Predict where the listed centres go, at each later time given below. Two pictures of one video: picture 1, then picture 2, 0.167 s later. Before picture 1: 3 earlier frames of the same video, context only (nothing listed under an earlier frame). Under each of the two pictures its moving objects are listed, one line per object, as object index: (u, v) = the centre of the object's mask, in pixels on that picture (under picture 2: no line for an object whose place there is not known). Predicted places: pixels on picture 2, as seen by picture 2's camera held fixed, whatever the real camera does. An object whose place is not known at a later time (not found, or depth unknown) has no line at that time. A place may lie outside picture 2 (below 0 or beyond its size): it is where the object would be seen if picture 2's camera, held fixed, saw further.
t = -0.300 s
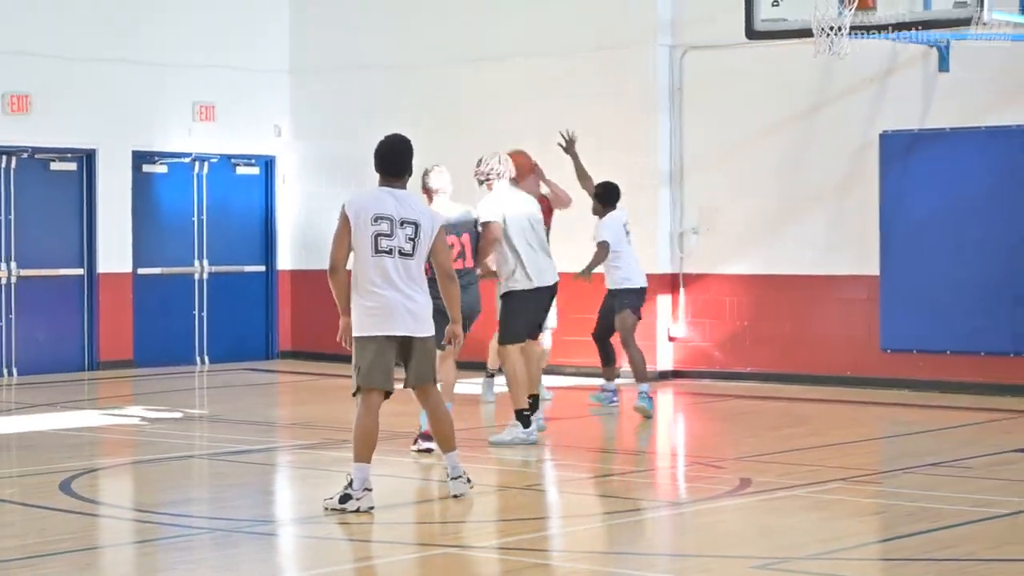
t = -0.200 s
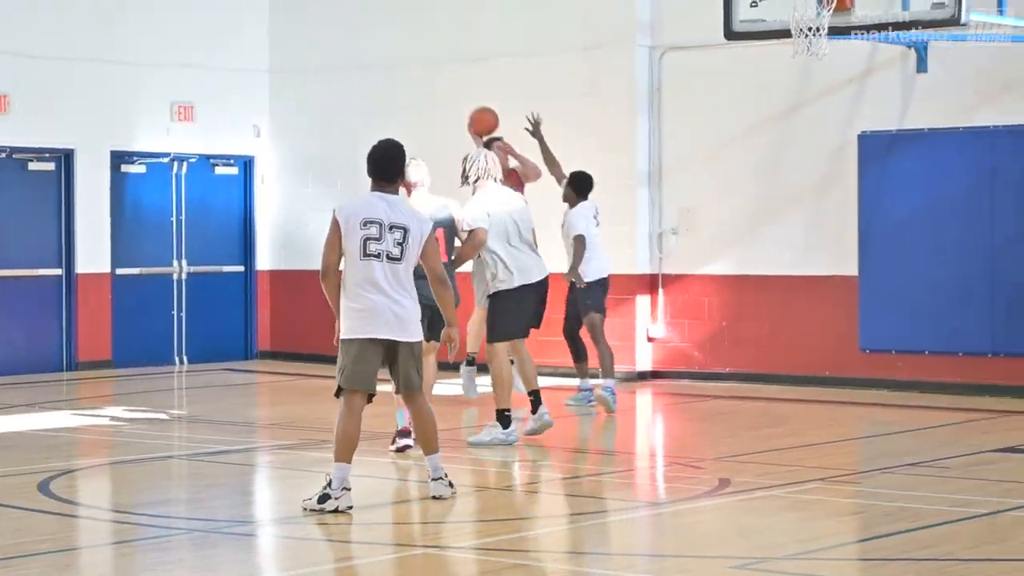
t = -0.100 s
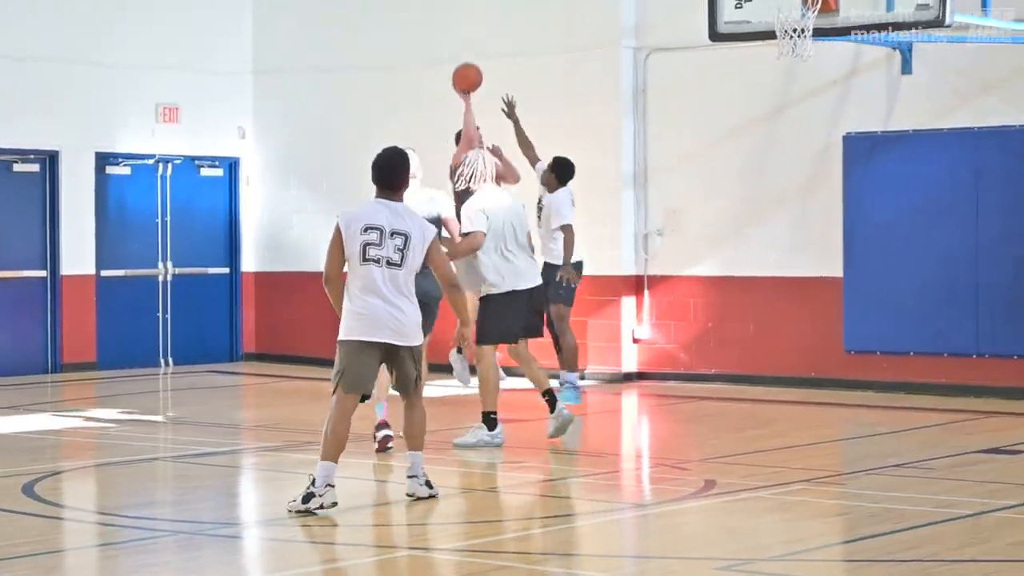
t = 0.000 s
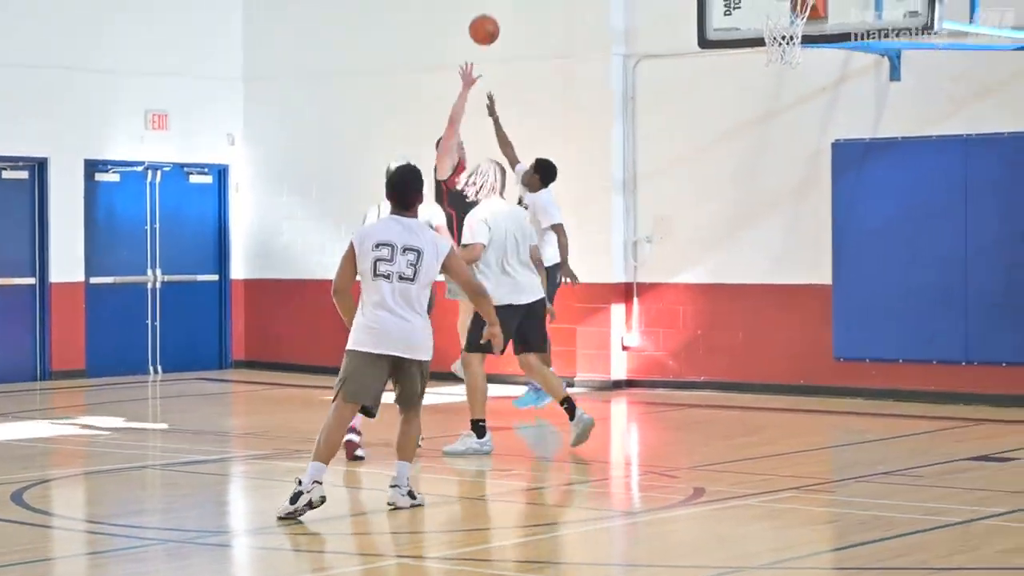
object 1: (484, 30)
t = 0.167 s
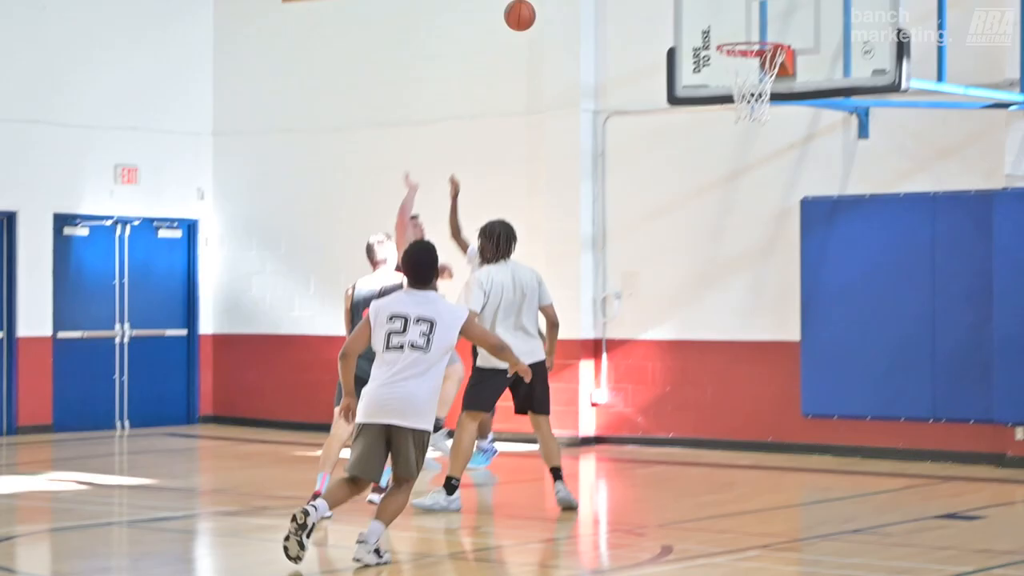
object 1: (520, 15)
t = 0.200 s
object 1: (533, 5)
